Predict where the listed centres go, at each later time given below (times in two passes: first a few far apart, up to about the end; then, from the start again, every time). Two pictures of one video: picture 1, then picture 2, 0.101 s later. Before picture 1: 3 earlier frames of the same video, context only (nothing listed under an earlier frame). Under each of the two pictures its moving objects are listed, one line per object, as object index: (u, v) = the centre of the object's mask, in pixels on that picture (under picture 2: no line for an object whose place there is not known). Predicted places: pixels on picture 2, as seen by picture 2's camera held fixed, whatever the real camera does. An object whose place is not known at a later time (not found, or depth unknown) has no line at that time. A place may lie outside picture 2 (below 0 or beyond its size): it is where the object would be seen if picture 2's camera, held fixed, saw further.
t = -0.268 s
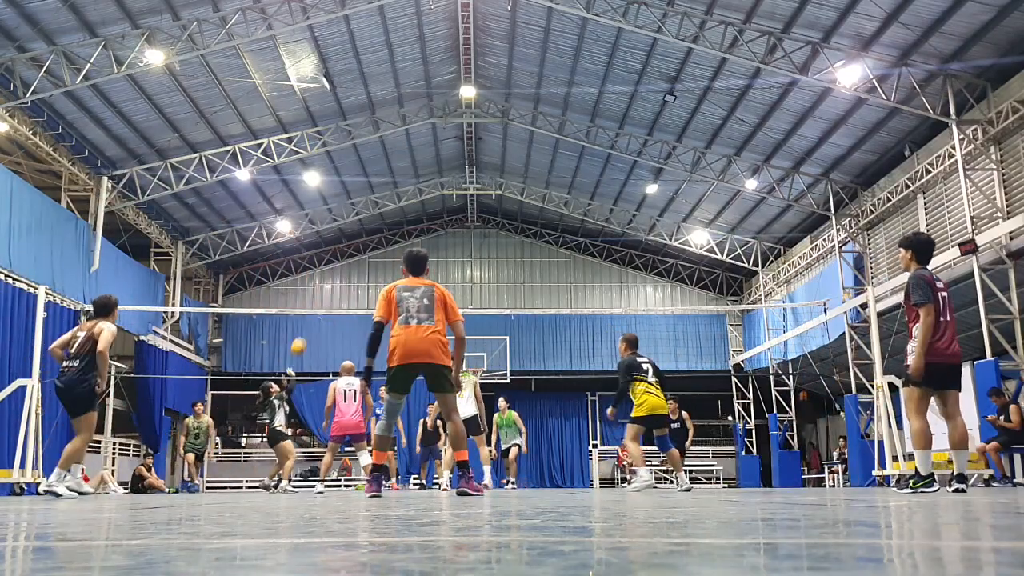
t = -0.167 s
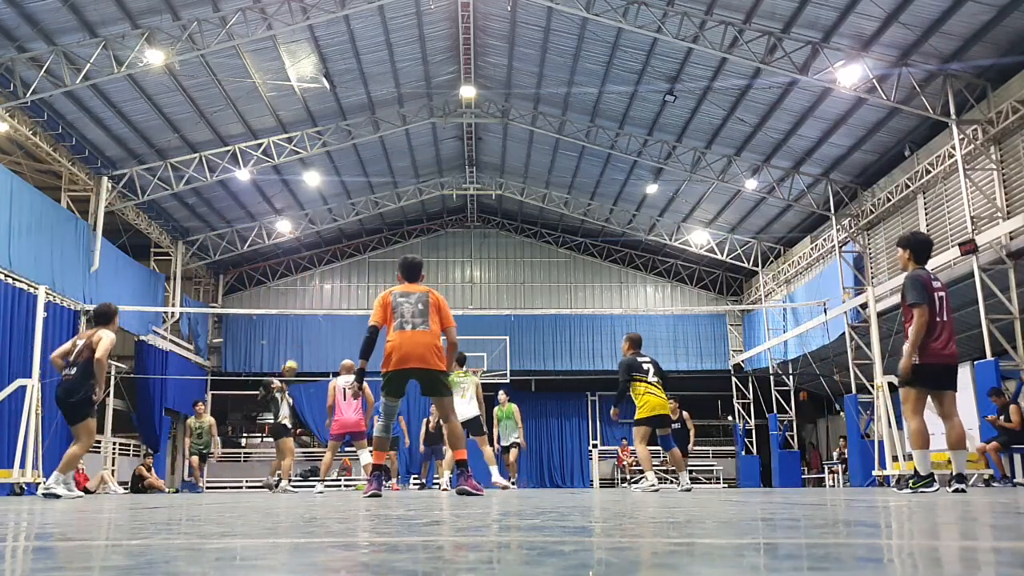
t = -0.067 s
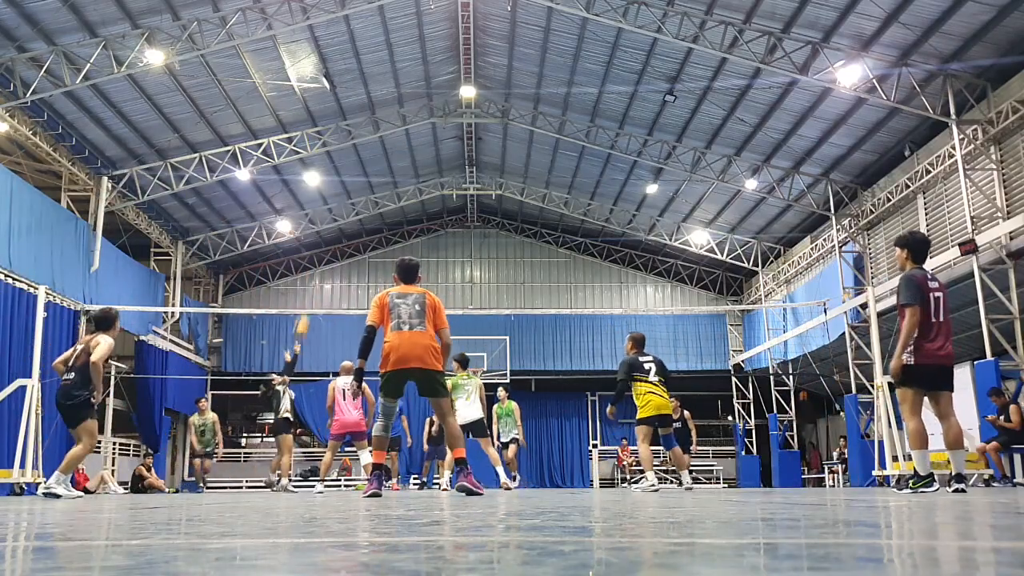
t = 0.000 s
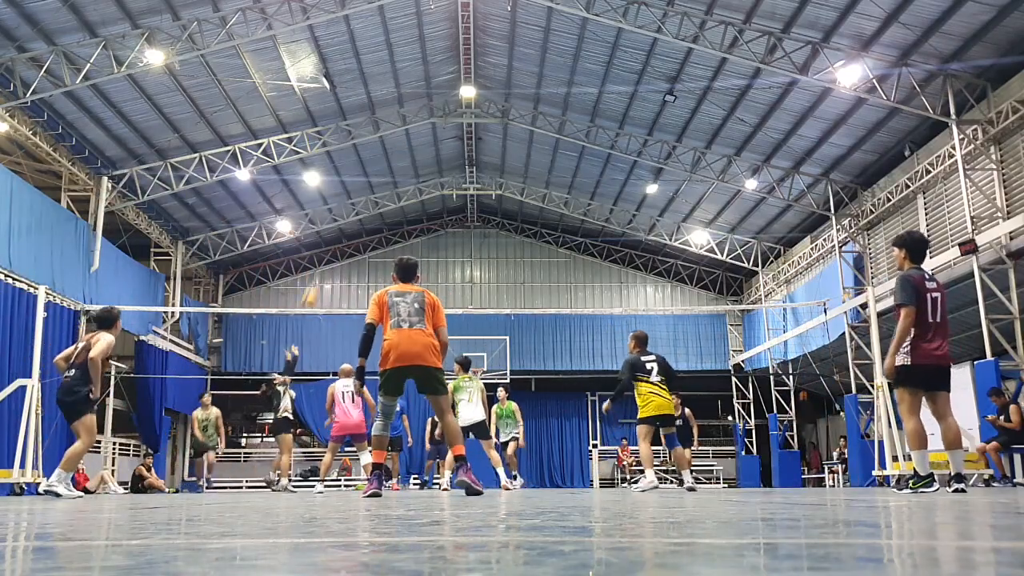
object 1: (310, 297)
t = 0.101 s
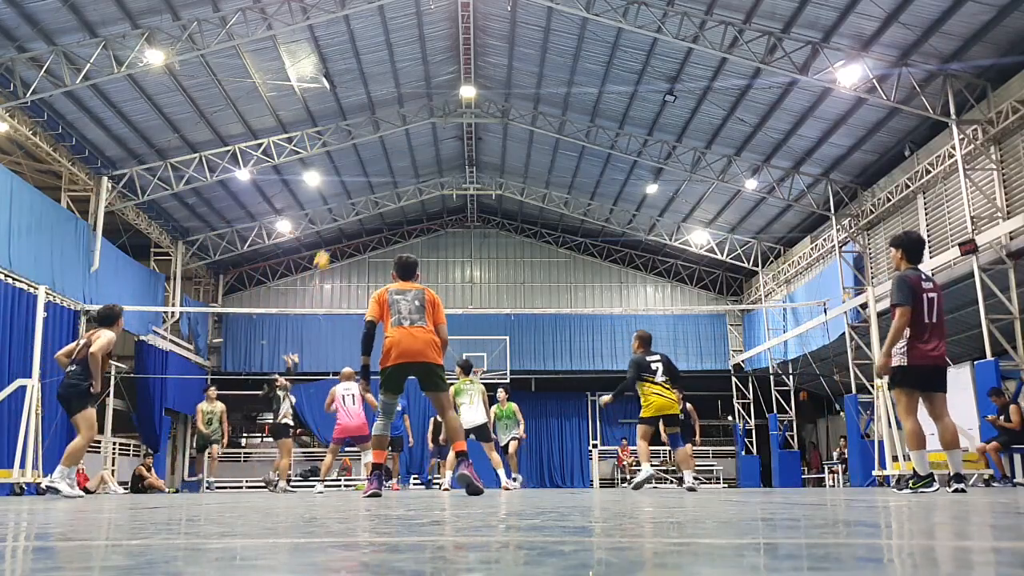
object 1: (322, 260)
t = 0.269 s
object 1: (341, 216)
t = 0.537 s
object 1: (367, 189)
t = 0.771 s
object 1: (389, 200)
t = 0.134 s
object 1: (325, 250)
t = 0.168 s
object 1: (329, 240)
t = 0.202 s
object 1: (333, 233)
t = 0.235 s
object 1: (337, 224)
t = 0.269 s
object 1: (341, 216)
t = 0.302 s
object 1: (344, 210)
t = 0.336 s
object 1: (348, 205)
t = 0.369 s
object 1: (351, 200)
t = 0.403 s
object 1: (354, 197)
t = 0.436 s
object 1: (357, 194)
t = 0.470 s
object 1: (361, 191)
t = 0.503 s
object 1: (364, 189)
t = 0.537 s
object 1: (367, 189)
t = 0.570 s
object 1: (370, 188)
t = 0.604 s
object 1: (373, 189)
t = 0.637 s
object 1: (376, 190)
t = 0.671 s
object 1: (379, 191)
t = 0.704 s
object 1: (382, 193)
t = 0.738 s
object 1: (386, 197)
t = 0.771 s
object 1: (389, 200)
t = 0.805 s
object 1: (392, 206)
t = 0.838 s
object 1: (395, 211)
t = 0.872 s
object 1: (398, 217)
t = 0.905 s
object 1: (401, 223)
